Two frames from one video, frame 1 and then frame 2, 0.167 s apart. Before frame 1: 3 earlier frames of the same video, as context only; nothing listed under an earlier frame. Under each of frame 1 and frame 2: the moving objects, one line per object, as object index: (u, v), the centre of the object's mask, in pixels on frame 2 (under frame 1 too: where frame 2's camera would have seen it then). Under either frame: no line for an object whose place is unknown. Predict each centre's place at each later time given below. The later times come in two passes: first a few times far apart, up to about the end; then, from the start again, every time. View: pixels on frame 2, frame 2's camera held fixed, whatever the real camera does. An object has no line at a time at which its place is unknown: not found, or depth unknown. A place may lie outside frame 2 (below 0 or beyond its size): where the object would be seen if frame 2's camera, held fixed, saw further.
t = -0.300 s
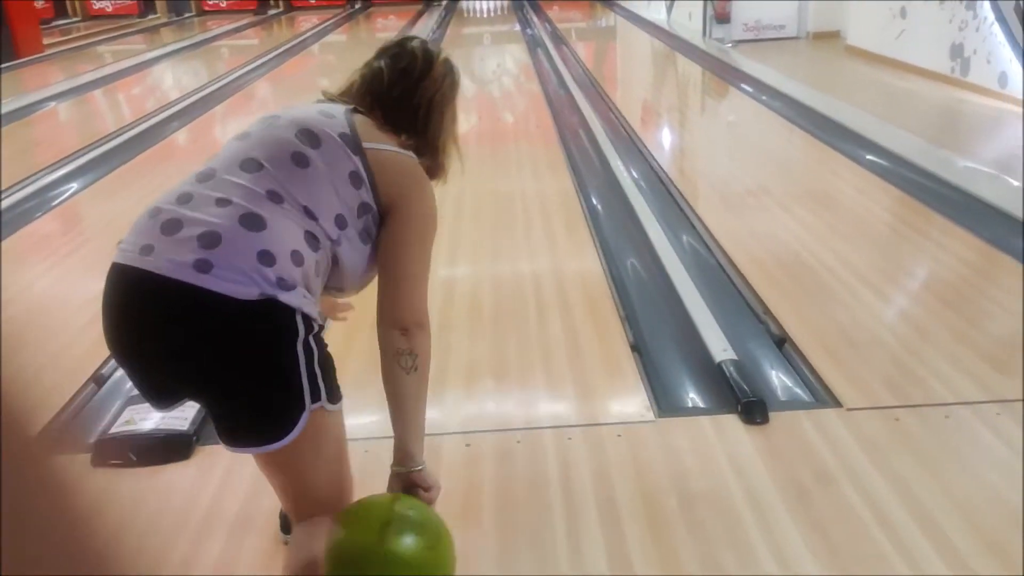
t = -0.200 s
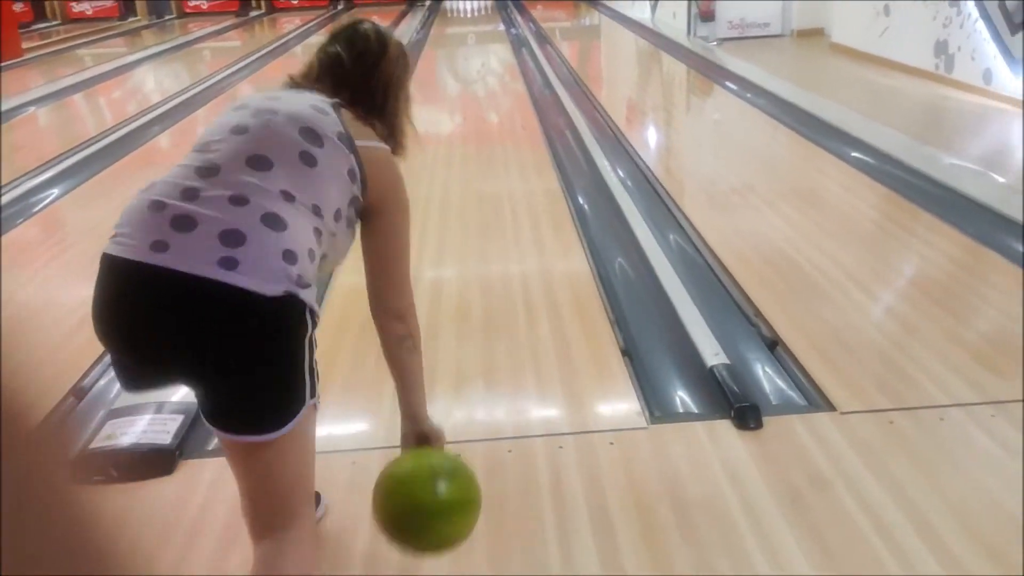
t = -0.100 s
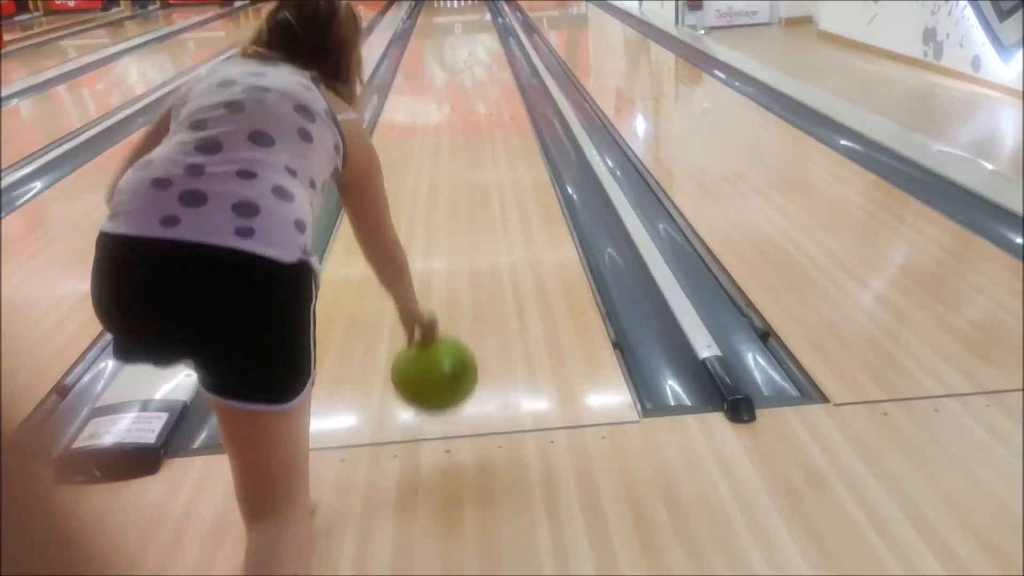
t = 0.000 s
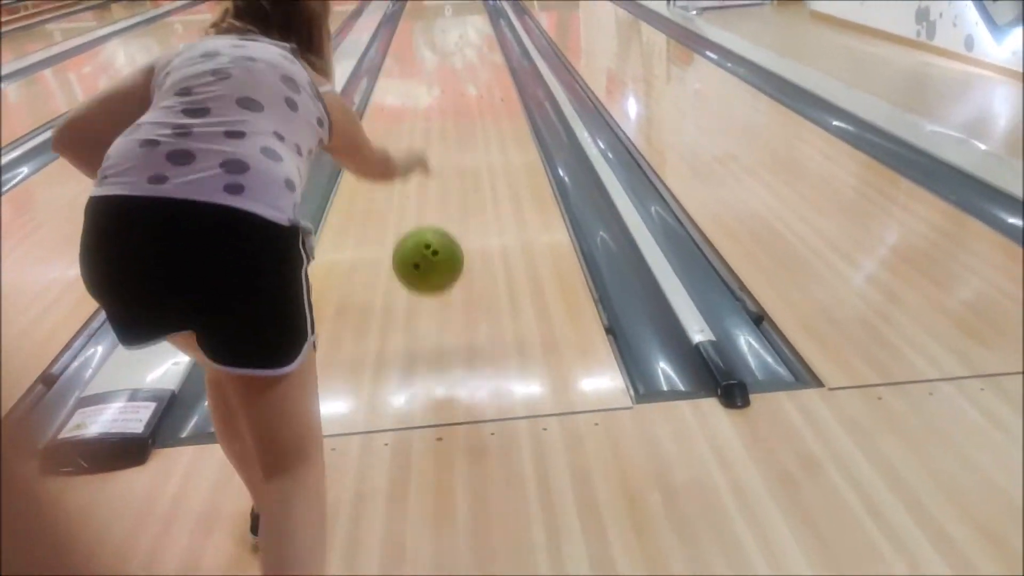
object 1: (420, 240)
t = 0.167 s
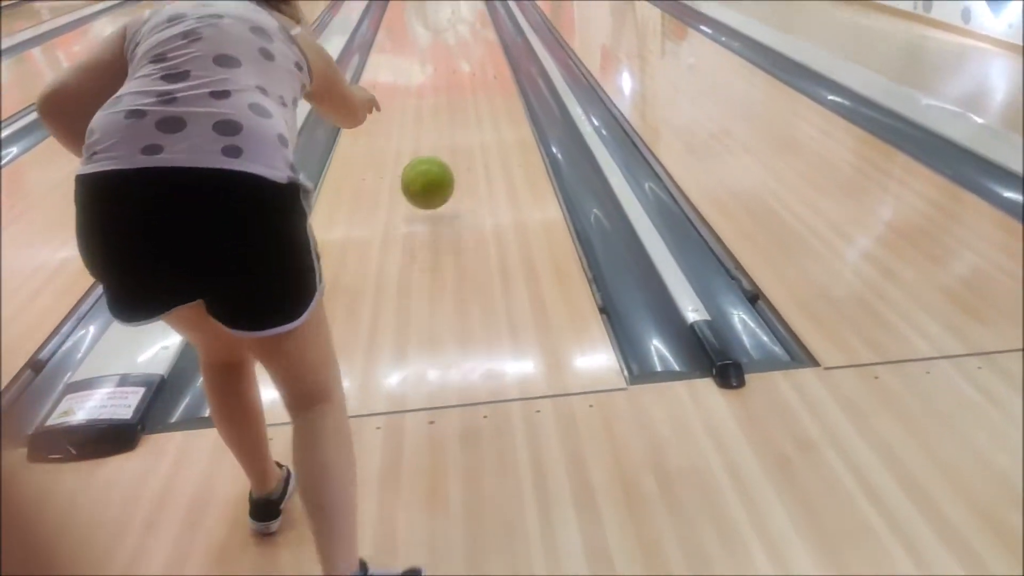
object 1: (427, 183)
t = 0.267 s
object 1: (430, 154)
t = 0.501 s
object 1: (431, 94)
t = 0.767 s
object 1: (431, 51)
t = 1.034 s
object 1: (433, 24)
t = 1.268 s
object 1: (433, 5)
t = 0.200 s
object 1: (429, 182)
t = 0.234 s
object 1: (429, 167)
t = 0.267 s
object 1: (430, 154)
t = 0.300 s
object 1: (430, 143)
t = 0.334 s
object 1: (430, 136)
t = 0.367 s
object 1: (431, 127)
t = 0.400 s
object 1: (431, 118)
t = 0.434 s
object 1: (431, 109)
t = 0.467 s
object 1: (431, 101)
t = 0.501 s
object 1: (431, 94)
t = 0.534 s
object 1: (431, 87)
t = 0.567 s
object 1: (431, 81)
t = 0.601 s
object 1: (431, 75)
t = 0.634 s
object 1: (431, 70)
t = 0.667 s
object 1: (431, 65)
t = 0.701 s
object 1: (431, 60)
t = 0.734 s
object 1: (431, 55)
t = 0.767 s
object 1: (431, 51)
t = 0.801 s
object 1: (431, 47)
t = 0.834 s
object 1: (431, 43)
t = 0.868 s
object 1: (432, 40)
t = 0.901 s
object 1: (432, 36)
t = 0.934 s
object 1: (432, 33)
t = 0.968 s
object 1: (432, 29)
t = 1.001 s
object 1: (432, 26)
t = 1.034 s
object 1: (433, 24)
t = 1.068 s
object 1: (432, 21)
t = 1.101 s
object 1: (432, 18)
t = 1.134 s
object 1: (432, 15)
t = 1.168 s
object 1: (432, 12)
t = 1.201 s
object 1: (432, 11)
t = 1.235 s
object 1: (433, 8)
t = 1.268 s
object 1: (433, 5)
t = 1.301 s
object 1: (433, 4)
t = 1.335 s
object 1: (433, 1)
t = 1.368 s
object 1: (433, 0)
